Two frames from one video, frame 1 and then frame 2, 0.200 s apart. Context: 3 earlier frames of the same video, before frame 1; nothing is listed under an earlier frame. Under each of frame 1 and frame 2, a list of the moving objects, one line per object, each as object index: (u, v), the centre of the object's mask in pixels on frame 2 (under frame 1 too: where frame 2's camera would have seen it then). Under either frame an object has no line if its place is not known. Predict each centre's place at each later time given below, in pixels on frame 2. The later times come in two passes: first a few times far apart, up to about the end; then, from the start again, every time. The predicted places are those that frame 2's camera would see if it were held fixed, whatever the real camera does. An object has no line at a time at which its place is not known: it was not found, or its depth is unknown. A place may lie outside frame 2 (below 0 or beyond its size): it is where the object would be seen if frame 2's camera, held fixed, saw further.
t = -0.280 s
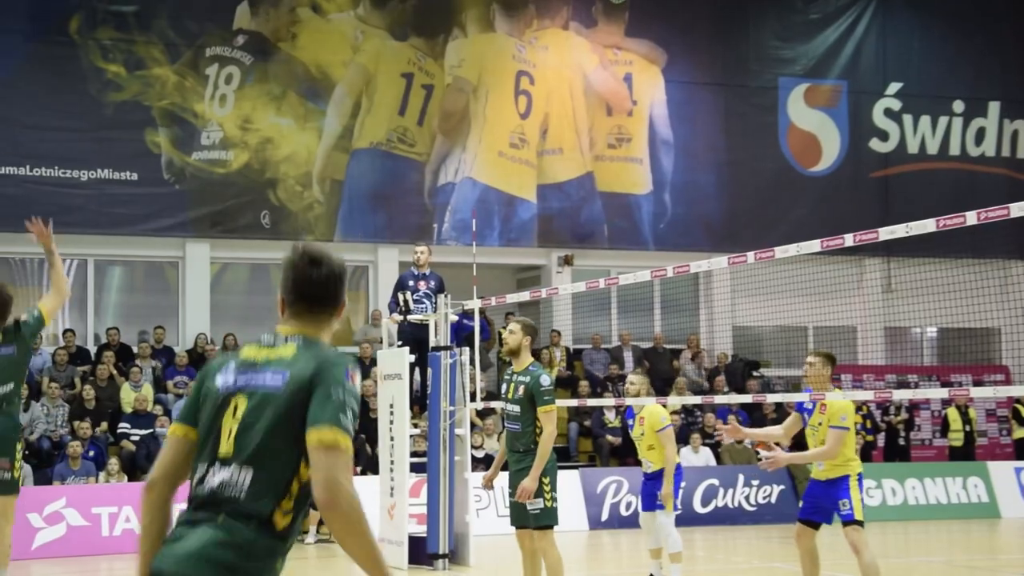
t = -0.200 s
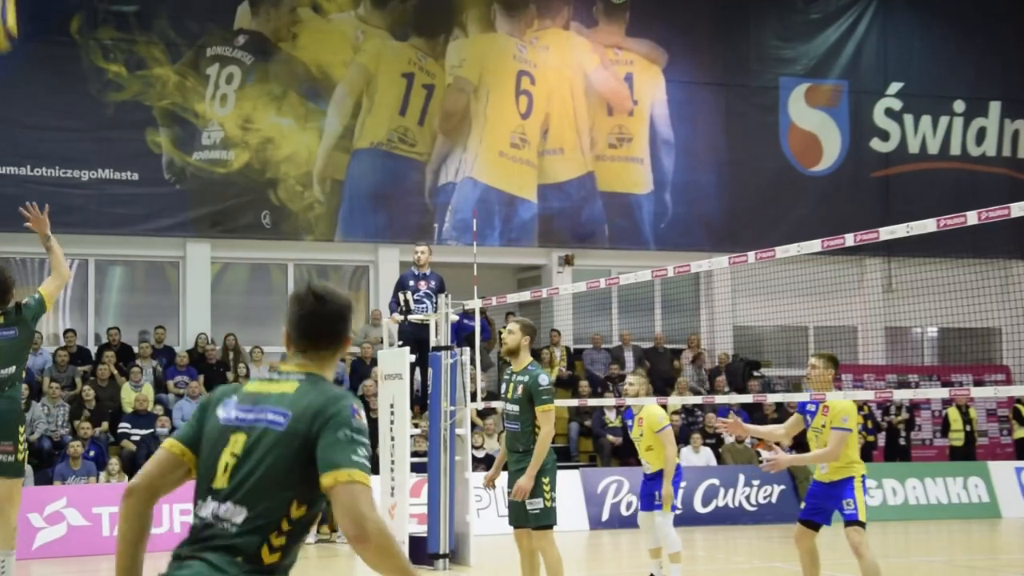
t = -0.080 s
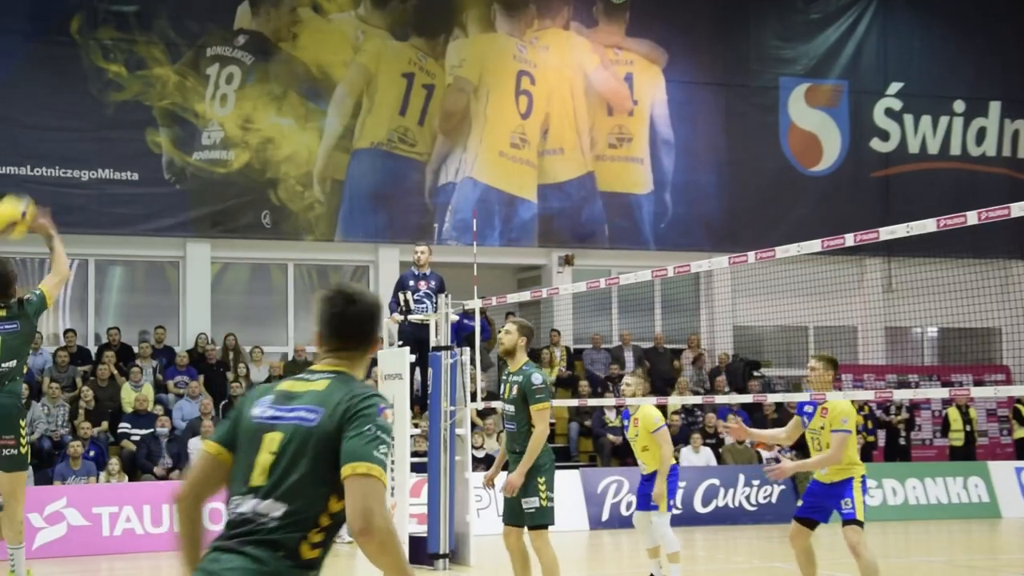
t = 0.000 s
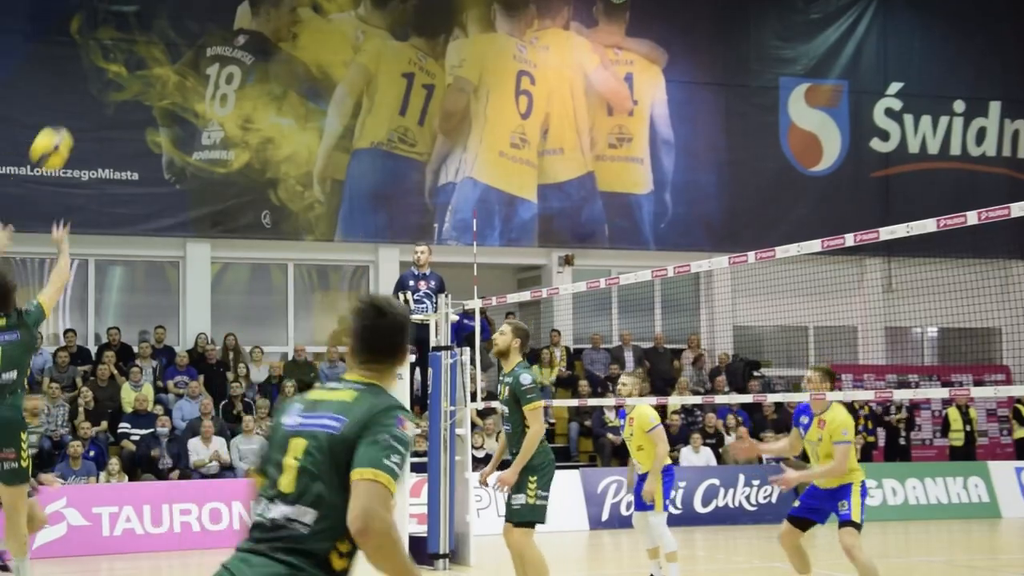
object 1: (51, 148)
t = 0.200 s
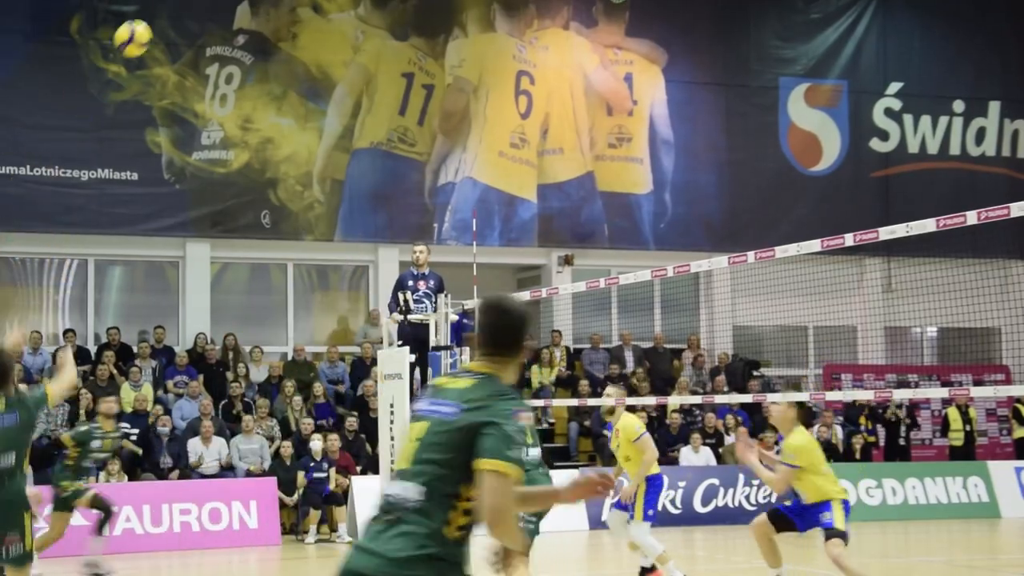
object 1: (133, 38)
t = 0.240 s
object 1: (147, 26)
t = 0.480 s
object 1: (223, 9)
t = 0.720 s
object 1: (285, 61)
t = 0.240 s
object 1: (147, 26)
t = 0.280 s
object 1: (161, 16)
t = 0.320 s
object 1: (174, 12)
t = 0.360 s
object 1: (187, 9)
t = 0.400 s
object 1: (200, 8)
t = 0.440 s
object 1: (211, 8)
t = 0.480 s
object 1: (223, 9)
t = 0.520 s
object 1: (234, 12)
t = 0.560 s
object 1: (244, 17)
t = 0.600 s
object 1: (257, 26)
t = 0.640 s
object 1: (266, 36)
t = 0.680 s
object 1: (275, 48)
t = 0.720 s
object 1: (285, 61)
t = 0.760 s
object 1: (294, 76)
